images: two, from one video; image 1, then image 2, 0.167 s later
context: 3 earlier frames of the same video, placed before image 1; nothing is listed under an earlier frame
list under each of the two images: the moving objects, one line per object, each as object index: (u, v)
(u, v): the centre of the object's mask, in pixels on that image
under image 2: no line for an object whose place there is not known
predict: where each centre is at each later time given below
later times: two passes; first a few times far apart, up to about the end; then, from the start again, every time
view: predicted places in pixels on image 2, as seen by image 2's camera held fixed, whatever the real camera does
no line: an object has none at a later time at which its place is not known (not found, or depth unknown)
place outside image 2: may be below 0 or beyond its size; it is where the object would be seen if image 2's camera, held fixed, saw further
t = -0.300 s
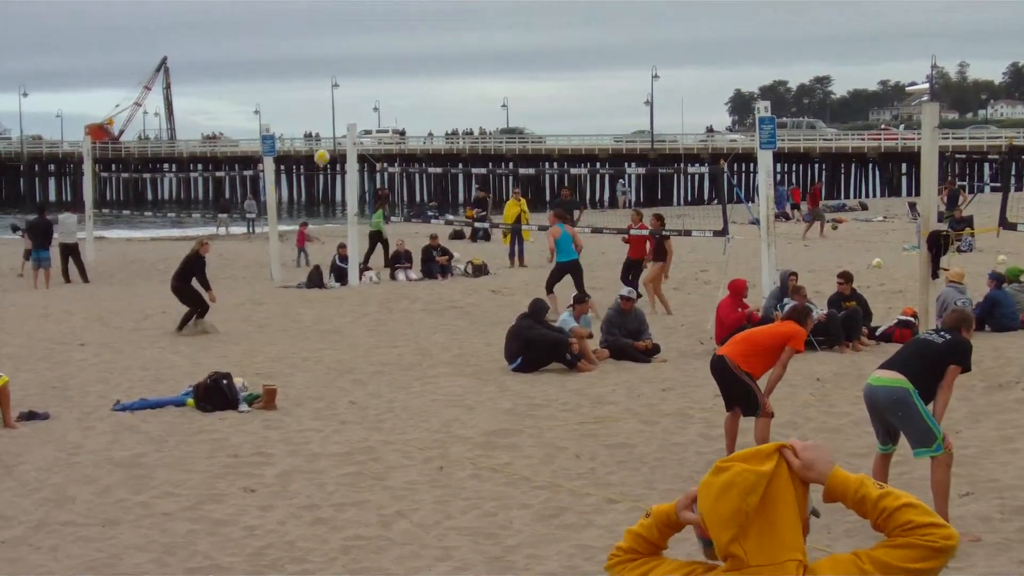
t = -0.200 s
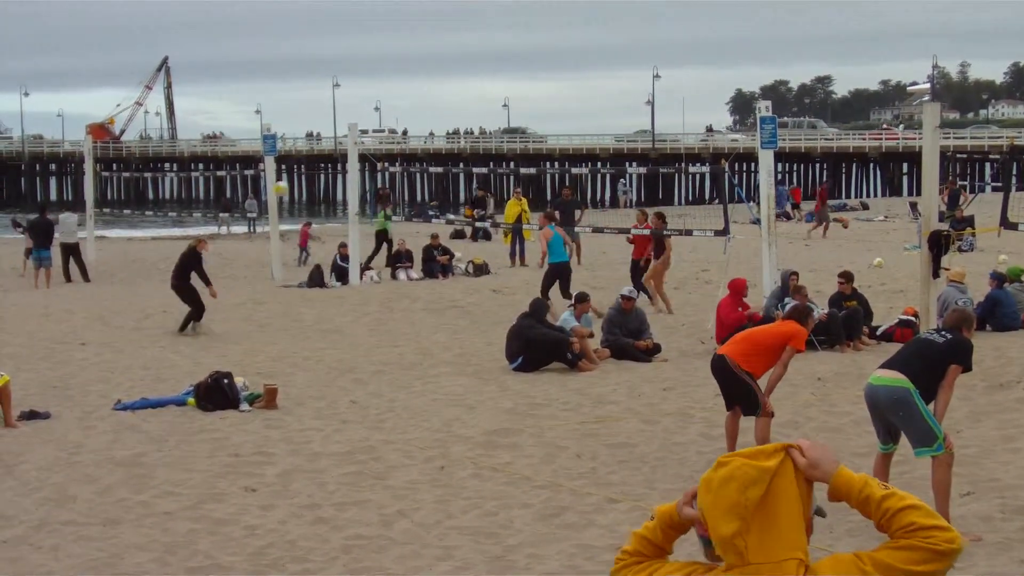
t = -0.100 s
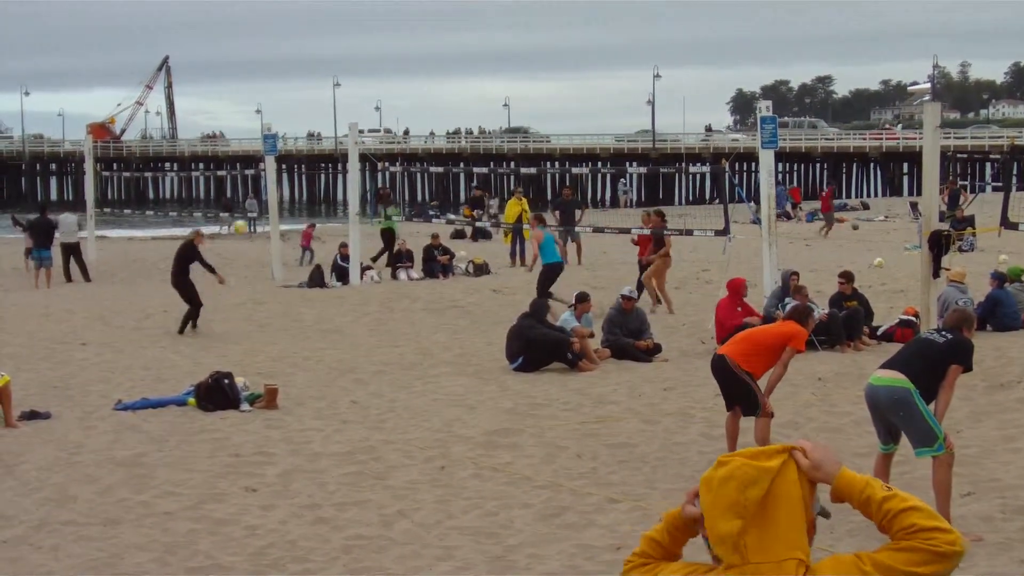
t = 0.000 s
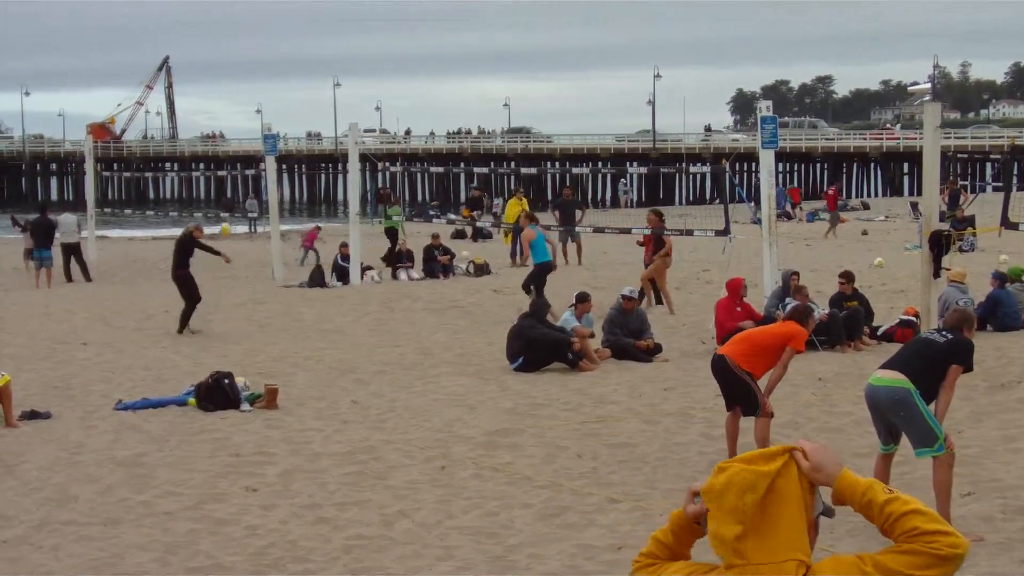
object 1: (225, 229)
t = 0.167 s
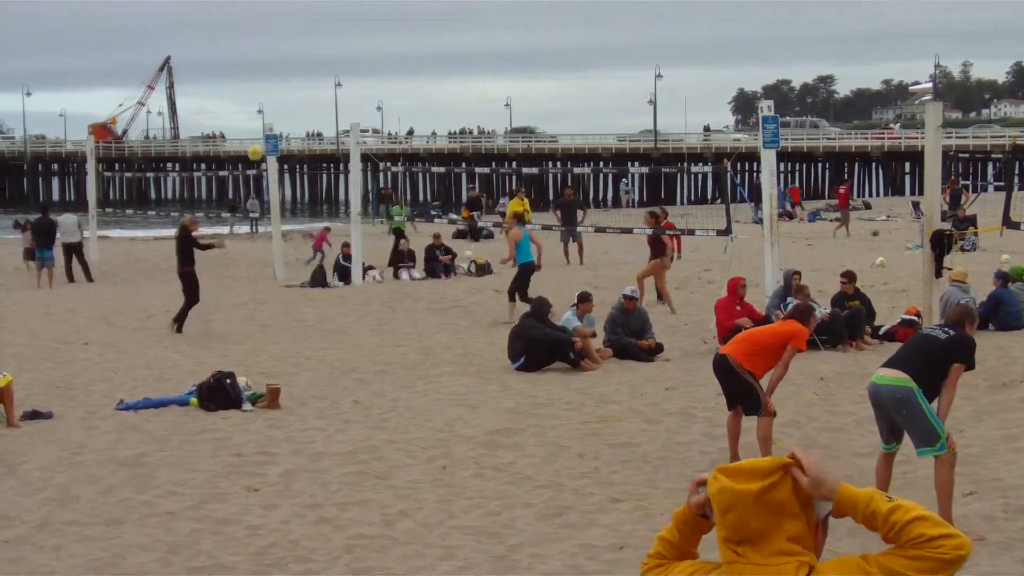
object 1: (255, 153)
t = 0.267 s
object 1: (271, 116)
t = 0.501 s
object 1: (309, 56)
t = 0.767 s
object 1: (351, 28)
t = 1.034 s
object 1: (390, 50)
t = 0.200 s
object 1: (260, 140)
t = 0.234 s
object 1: (266, 128)
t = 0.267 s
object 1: (271, 116)
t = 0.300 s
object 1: (277, 106)
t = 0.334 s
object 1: (282, 95)
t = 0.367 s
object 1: (287, 86)
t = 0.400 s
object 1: (292, 77)
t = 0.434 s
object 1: (299, 70)
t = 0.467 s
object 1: (304, 62)
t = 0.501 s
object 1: (309, 56)
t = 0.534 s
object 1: (314, 49)
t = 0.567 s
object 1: (320, 44)
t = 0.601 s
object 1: (325, 39)
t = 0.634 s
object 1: (329, 36)
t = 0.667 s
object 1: (335, 32)
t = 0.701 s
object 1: (341, 30)
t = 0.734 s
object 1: (345, 29)
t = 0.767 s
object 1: (351, 28)
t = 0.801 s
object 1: (355, 28)
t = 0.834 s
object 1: (360, 28)
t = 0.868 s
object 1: (366, 31)
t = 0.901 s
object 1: (370, 33)
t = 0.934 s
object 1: (376, 37)
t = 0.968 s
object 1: (380, 40)
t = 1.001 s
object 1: (385, 45)
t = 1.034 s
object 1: (390, 50)
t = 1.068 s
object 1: (395, 56)
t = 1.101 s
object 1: (399, 63)
